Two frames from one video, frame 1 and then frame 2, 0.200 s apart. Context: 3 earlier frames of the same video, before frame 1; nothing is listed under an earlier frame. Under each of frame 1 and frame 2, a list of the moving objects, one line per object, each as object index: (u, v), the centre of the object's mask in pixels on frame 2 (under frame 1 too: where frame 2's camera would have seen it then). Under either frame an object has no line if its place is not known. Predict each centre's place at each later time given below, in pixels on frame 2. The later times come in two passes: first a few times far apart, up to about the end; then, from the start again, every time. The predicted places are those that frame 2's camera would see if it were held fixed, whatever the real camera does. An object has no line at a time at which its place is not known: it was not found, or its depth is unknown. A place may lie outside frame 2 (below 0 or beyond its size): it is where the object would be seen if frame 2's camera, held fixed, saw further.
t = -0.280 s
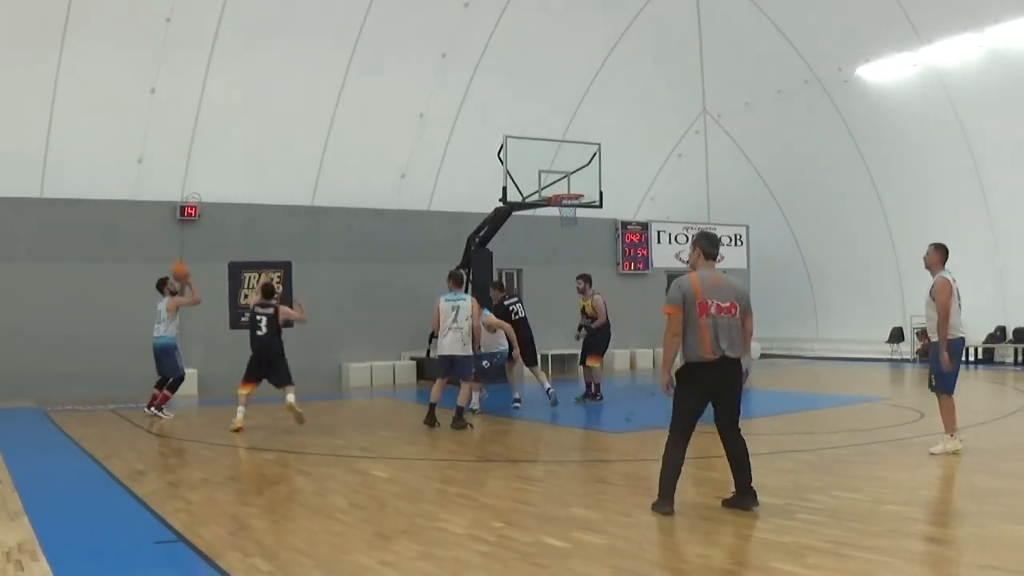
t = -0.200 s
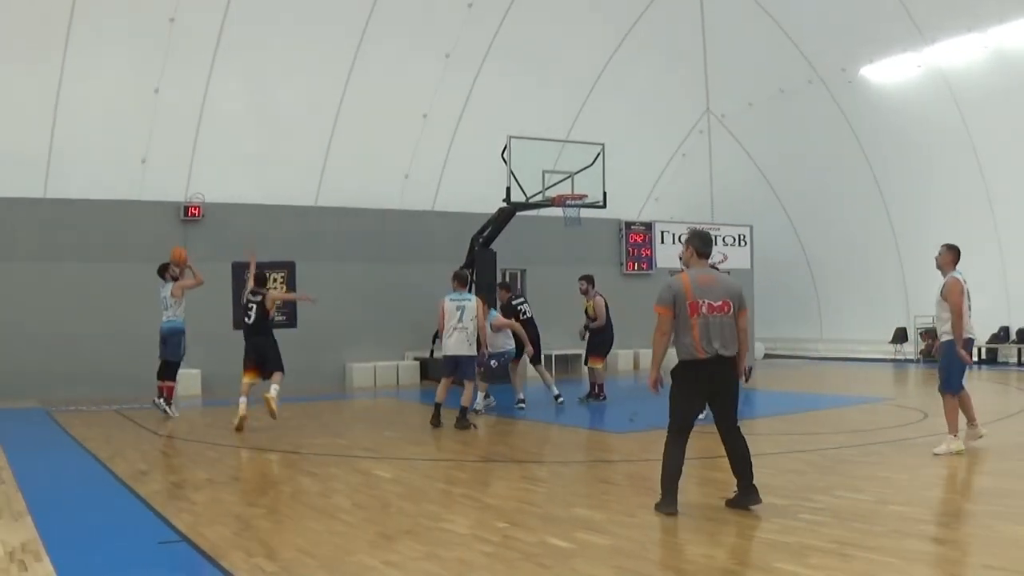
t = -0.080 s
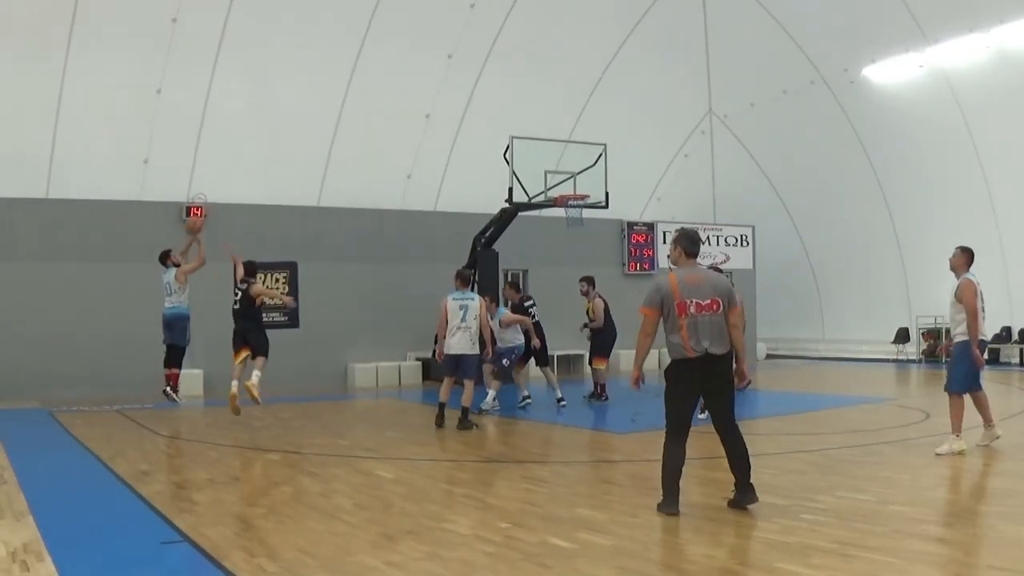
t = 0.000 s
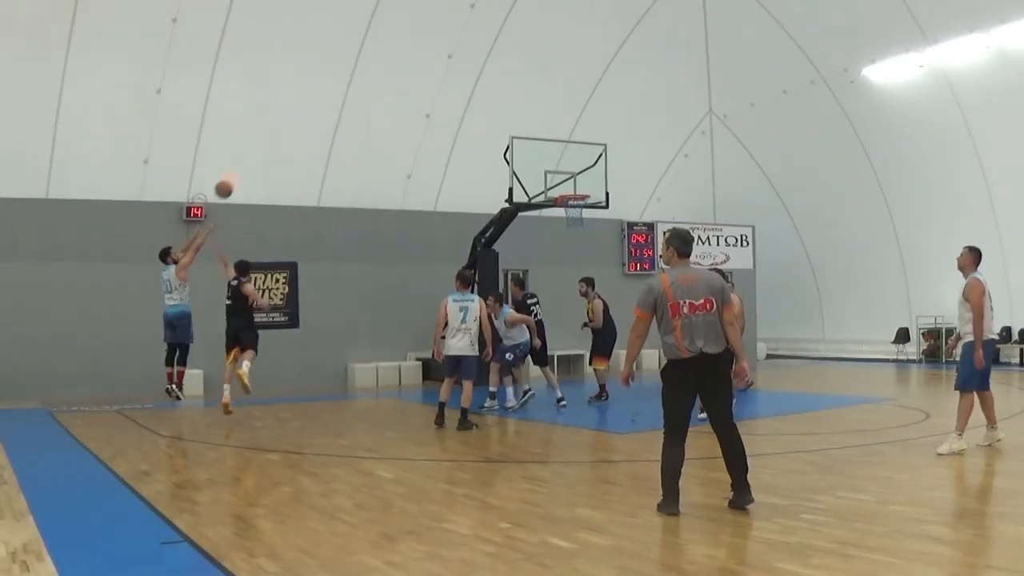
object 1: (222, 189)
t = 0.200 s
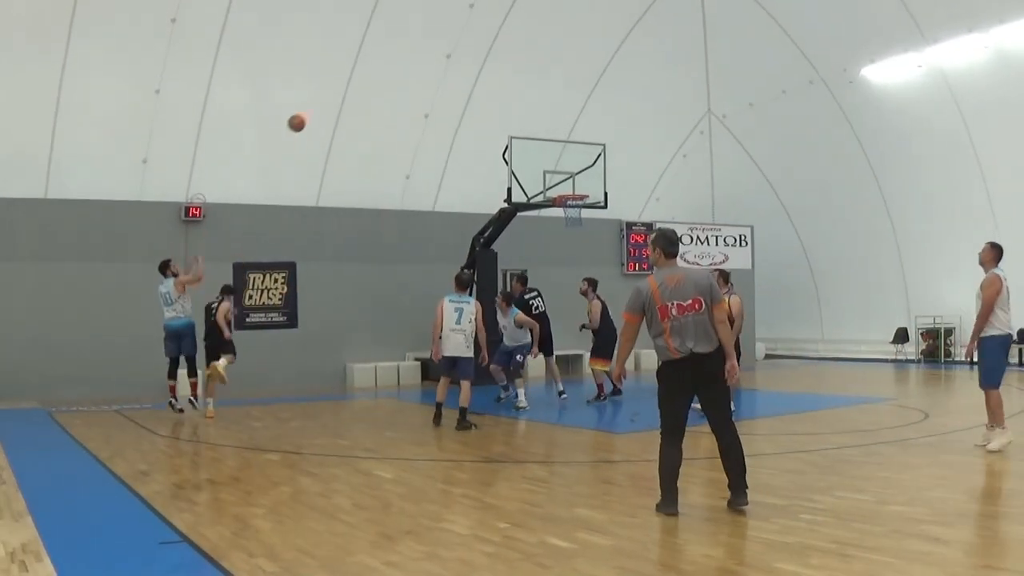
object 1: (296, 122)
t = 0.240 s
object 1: (311, 113)
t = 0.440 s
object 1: (379, 86)
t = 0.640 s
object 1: (443, 87)
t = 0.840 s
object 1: (502, 114)
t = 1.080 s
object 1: (569, 178)
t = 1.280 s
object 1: (577, 206)
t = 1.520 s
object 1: (578, 213)
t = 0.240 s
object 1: (311, 113)
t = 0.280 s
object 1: (325, 105)
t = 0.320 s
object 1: (339, 99)
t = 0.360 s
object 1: (353, 93)
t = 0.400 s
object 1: (366, 89)
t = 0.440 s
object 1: (379, 86)
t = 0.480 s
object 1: (393, 84)
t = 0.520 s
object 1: (405, 84)
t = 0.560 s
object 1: (418, 84)
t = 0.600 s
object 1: (430, 85)
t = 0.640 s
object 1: (443, 87)
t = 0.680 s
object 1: (455, 91)
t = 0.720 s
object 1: (467, 95)
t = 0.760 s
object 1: (479, 101)
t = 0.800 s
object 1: (491, 107)
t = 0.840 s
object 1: (502, 114)
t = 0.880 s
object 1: (514, 122)
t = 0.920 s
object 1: (525, 131)
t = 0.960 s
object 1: (536, 142)
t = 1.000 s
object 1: (547, 152)
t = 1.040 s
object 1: (558, 164)
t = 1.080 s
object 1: (569, 178)
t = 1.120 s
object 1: (580, 190)
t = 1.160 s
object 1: (575, 195)
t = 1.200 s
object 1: (568, 201)
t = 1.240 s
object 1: (572, 204)
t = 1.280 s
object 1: (577, 206)
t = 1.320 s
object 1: (580, 204)
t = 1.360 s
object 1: (581, 204)
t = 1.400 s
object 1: (581, 205)
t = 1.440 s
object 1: (580, 208)
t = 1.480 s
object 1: (579, 211)
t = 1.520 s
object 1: (578, 213)
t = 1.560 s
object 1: (576, 220)
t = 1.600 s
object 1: (575, 224)
